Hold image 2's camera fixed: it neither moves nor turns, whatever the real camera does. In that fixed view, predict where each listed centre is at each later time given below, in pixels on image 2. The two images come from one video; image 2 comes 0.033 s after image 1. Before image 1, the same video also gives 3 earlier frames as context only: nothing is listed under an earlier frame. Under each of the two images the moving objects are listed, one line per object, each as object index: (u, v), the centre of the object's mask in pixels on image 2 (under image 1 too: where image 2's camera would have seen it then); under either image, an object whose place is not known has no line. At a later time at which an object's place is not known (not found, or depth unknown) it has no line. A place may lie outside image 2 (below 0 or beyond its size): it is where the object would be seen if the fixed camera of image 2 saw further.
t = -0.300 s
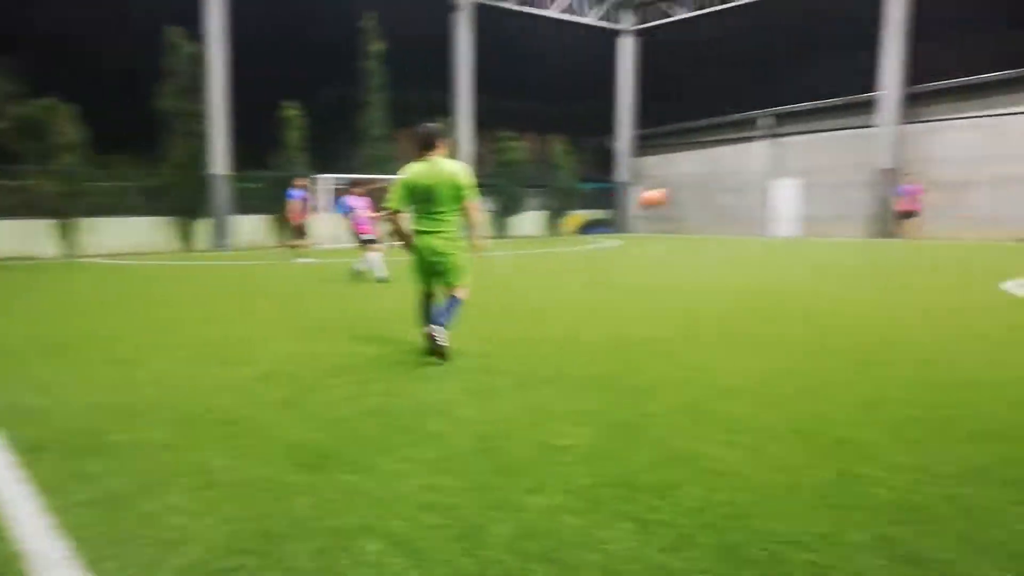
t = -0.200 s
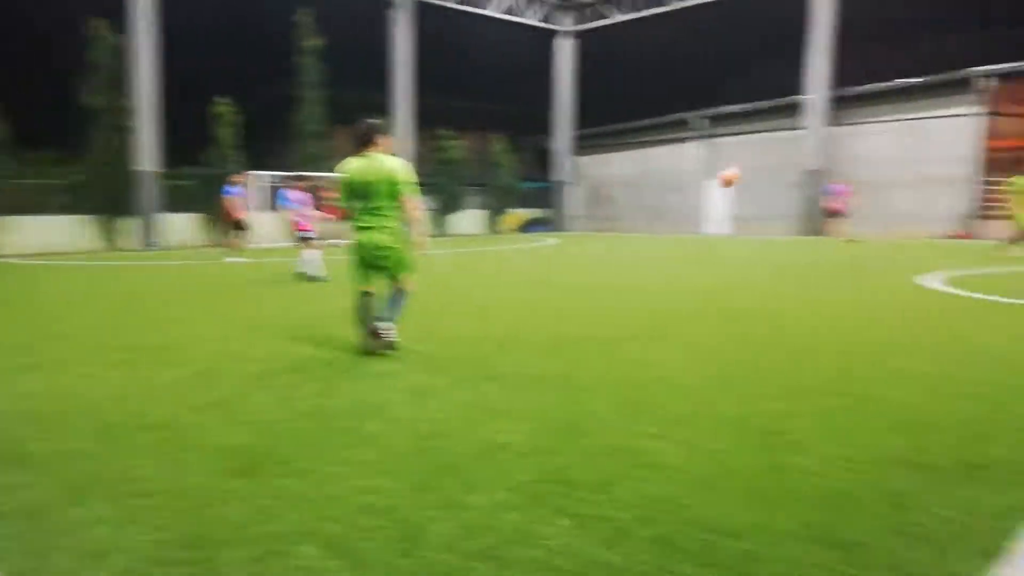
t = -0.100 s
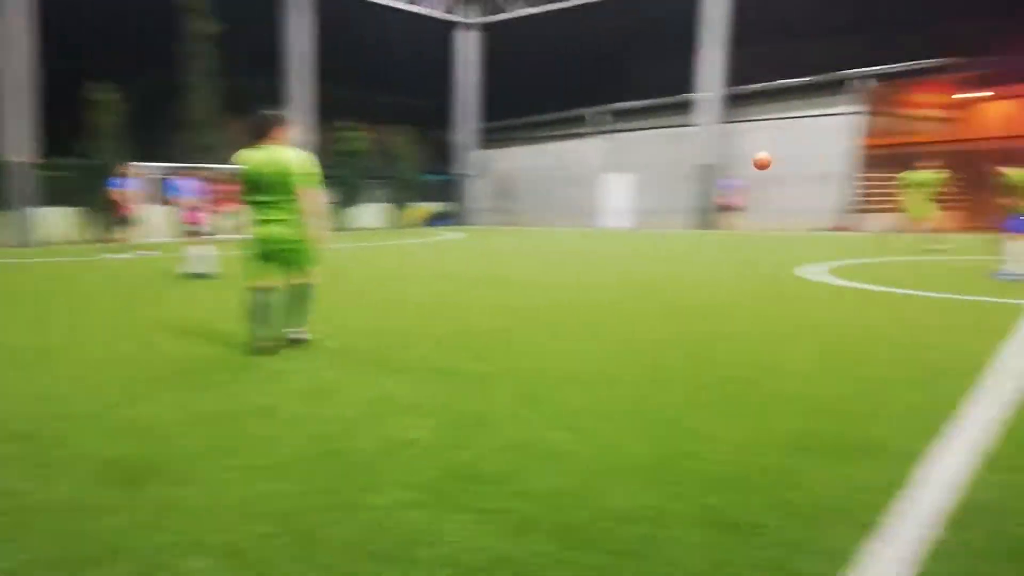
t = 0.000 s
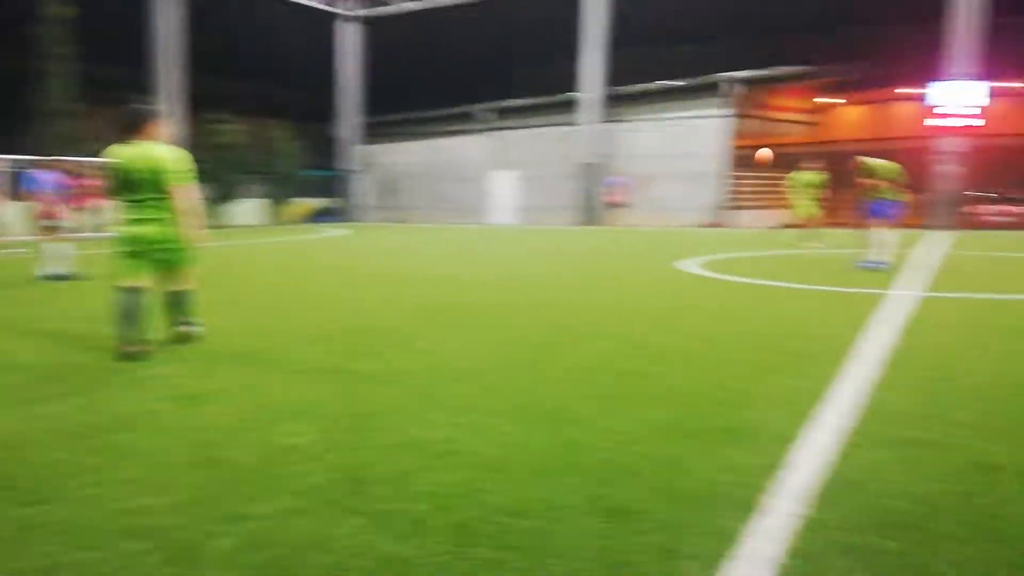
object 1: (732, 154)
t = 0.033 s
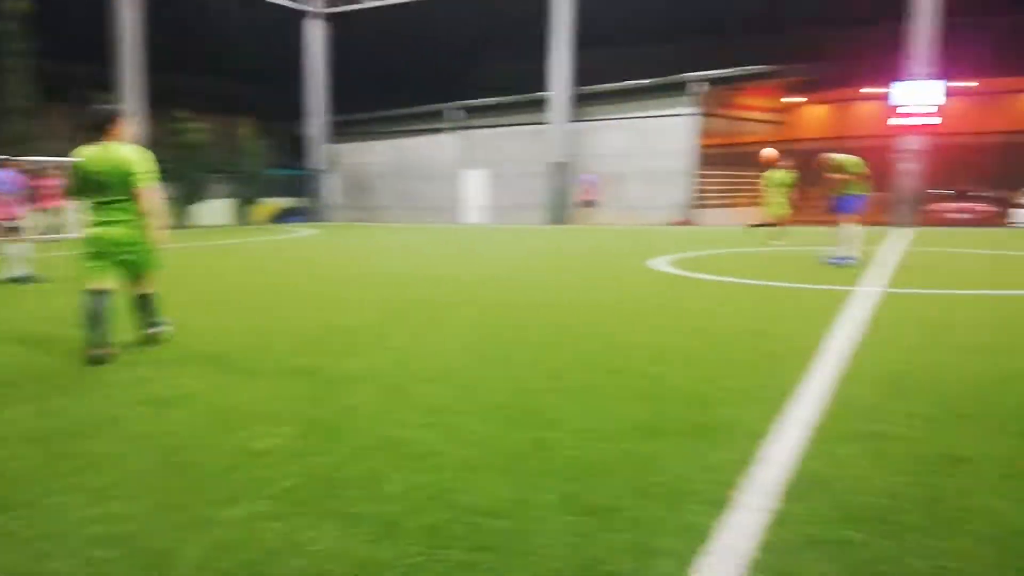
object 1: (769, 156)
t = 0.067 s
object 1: (804, 160)
